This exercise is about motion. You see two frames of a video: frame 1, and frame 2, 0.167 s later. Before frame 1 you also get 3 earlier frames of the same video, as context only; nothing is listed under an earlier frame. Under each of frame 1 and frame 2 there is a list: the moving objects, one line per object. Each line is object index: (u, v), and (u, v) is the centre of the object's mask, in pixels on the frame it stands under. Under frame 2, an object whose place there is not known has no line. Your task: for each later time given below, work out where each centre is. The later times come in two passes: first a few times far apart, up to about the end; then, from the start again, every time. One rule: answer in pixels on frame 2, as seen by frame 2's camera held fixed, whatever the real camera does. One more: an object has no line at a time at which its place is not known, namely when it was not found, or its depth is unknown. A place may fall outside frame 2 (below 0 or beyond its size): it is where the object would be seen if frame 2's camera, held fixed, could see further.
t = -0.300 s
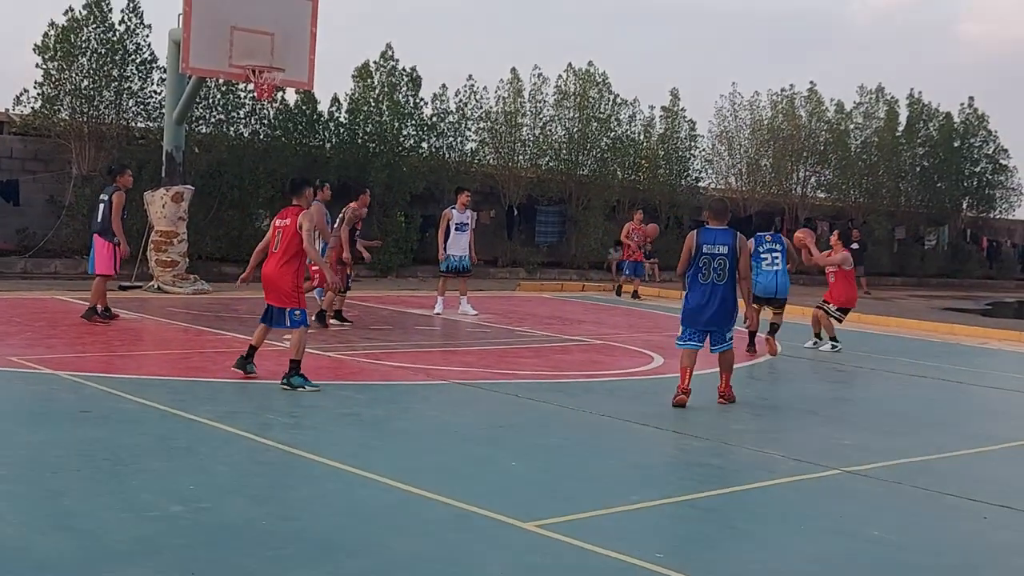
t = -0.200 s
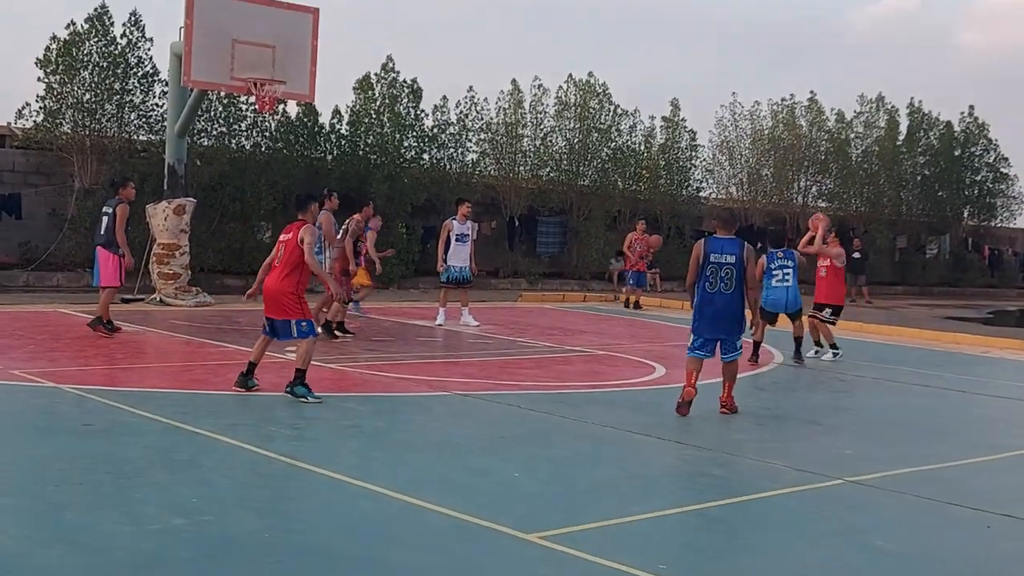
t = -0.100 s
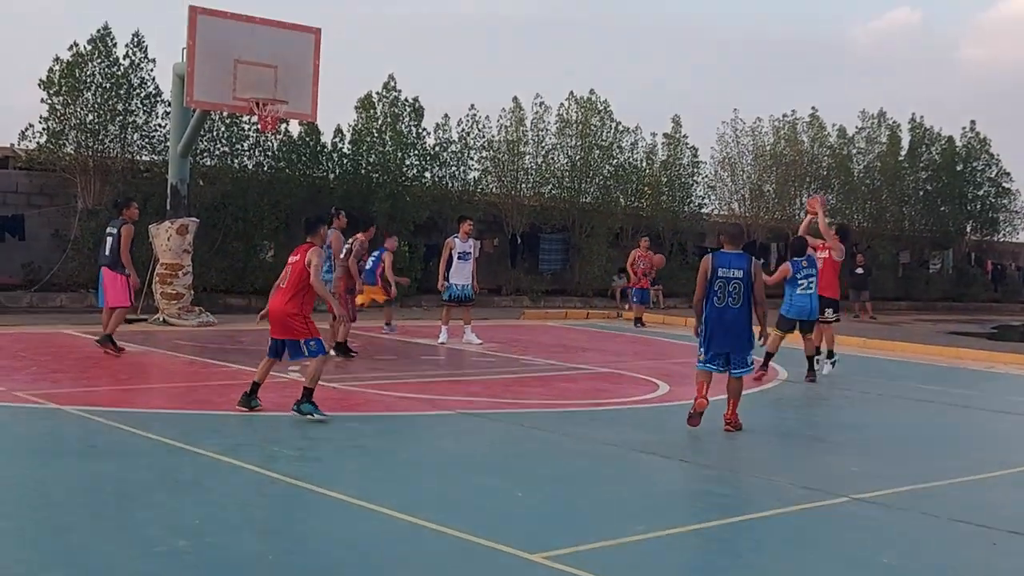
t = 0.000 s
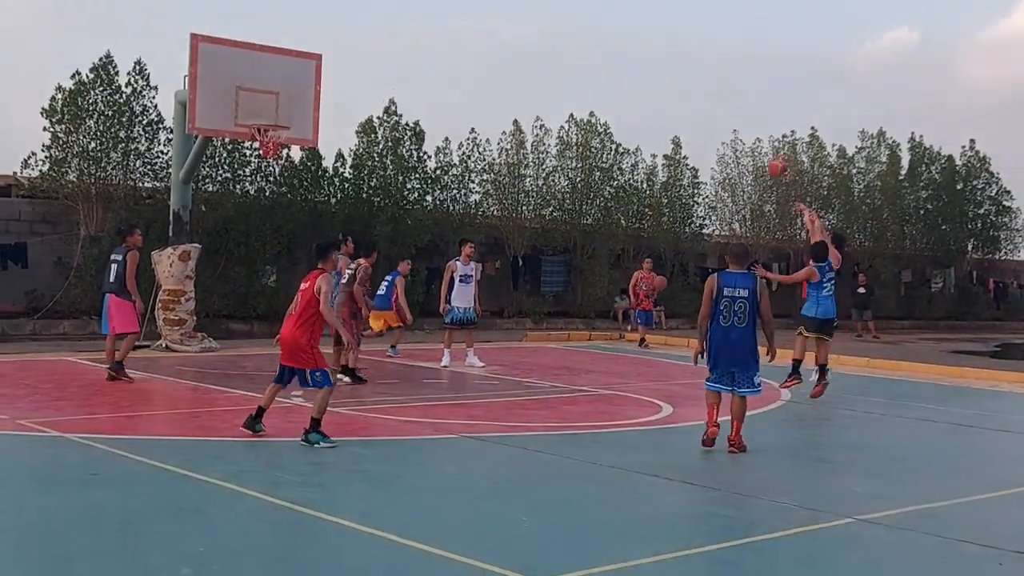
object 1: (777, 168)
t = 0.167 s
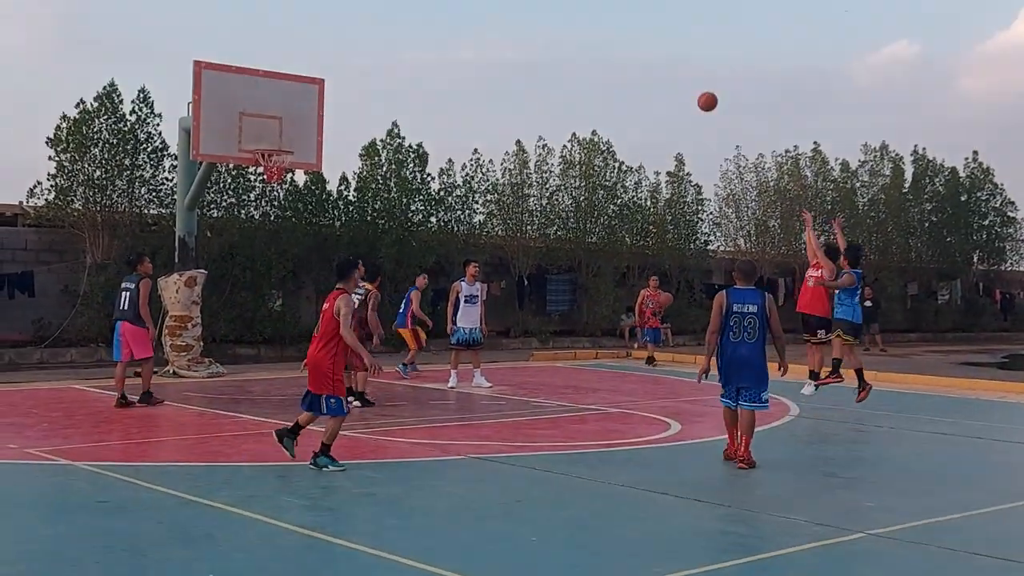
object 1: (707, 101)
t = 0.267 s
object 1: (664, 65)
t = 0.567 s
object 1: (538, 9)
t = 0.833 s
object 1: (430, 20)
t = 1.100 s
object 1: (328, 87)
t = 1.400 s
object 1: (247, 110)
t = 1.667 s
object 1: (216, 94)
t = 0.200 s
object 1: (693, 88)
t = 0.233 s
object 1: (678, 77)
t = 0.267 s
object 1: (664, 65)
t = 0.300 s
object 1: (650, 55)
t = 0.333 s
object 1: (635, 46)
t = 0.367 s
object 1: (621, 38)
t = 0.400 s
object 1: (607, 31)
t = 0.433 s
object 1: (594, 25)
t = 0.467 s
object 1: (579, 20)
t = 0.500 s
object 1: (566, 15)
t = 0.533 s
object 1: (552, 12)
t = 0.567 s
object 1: (538, 9)
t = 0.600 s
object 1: (524, 8)
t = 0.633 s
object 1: (510, 7)
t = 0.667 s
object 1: (497, 7)
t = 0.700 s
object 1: (483, 8)
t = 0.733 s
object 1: (469, 9)
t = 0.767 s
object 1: (456, 12)
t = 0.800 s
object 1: (443, 16)
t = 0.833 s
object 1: (430, 20)
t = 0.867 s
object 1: (416, 25)
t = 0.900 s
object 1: (403, 32)
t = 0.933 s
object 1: (390, 39)
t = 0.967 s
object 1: (377, 47)
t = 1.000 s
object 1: (365, 55)
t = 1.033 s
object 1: (352, 65)
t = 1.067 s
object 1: (339, 75)
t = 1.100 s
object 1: (328, 87)
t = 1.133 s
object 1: (314, 99)
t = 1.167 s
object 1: (301, 112)
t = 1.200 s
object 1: (289, 126)
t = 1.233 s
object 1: (277, 140)
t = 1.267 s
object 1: (270, 136)
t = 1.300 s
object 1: (264, 128)
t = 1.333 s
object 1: (258, 122)
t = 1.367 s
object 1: (253, 115)
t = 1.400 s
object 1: (247, 110)
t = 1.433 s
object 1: (242, 106)
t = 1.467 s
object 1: (236, 103)
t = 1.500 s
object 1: (230, 100)
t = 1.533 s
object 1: (225, 99)
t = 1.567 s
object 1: (219, 98)
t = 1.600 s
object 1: (218, 96)
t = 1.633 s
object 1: (216, 95)
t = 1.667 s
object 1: (216, 94)
